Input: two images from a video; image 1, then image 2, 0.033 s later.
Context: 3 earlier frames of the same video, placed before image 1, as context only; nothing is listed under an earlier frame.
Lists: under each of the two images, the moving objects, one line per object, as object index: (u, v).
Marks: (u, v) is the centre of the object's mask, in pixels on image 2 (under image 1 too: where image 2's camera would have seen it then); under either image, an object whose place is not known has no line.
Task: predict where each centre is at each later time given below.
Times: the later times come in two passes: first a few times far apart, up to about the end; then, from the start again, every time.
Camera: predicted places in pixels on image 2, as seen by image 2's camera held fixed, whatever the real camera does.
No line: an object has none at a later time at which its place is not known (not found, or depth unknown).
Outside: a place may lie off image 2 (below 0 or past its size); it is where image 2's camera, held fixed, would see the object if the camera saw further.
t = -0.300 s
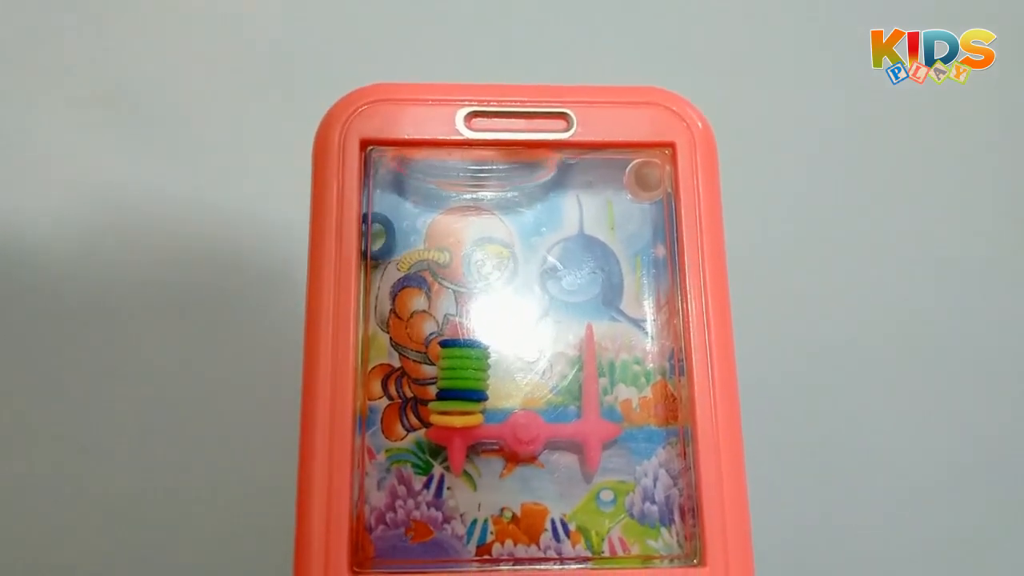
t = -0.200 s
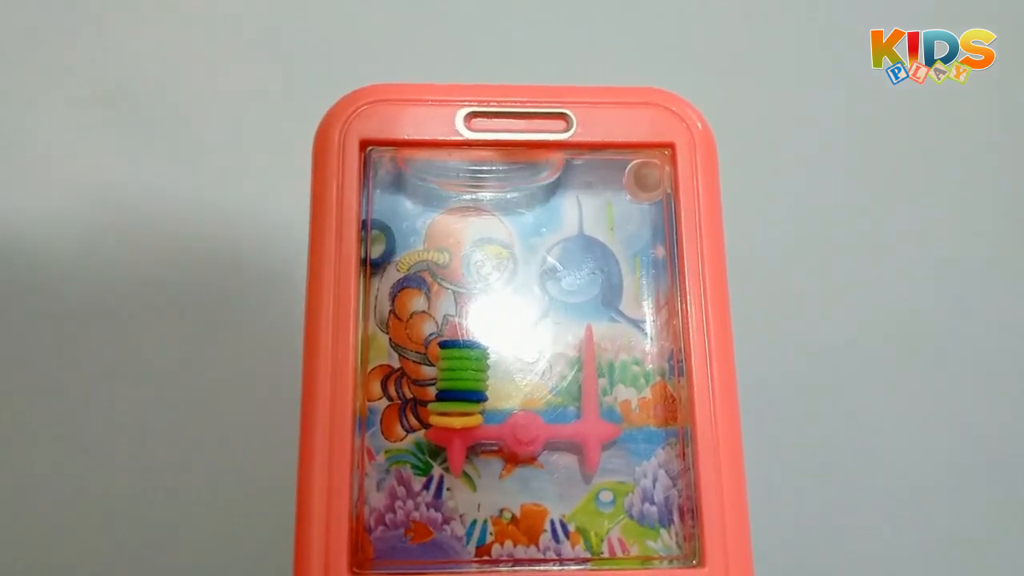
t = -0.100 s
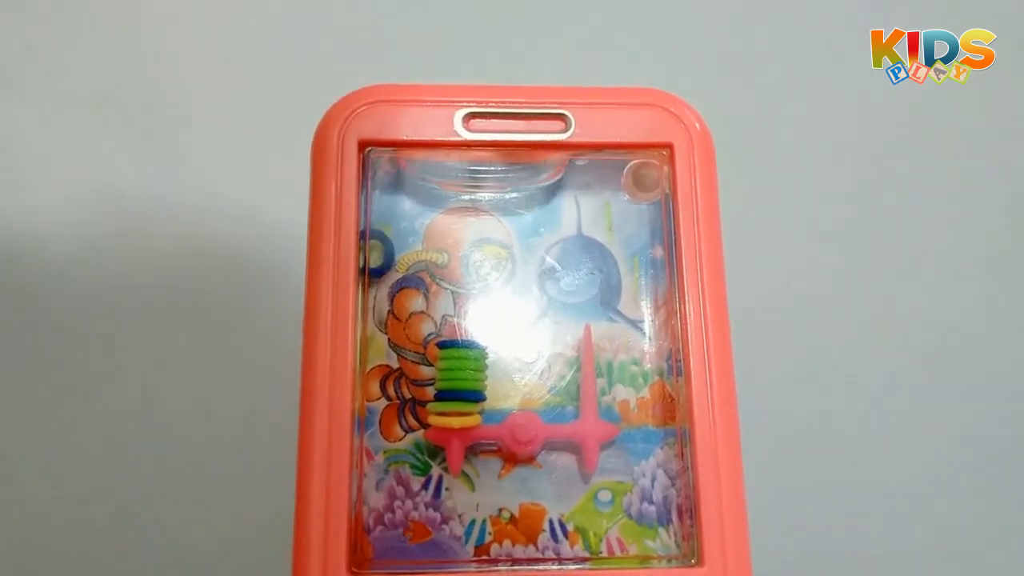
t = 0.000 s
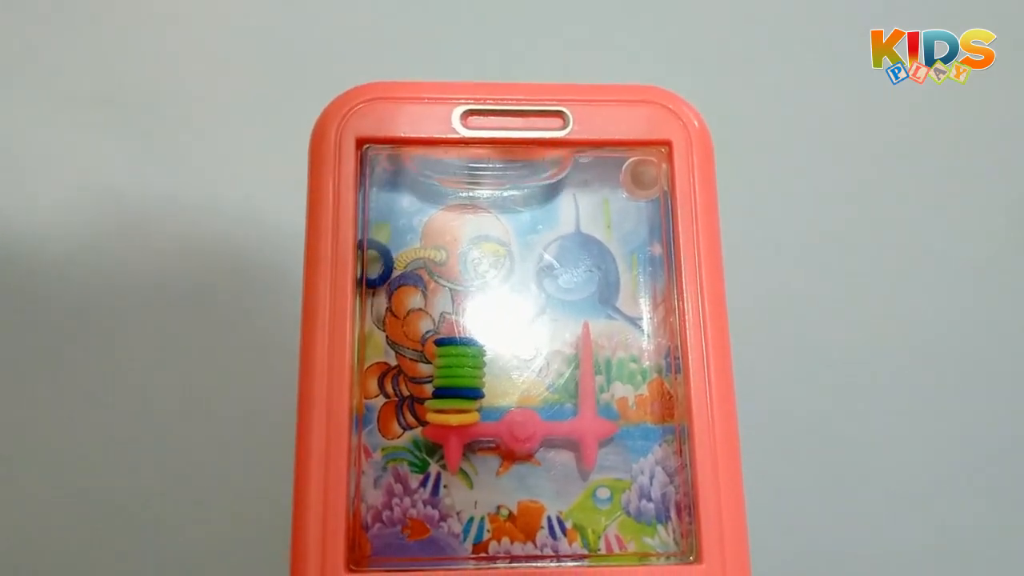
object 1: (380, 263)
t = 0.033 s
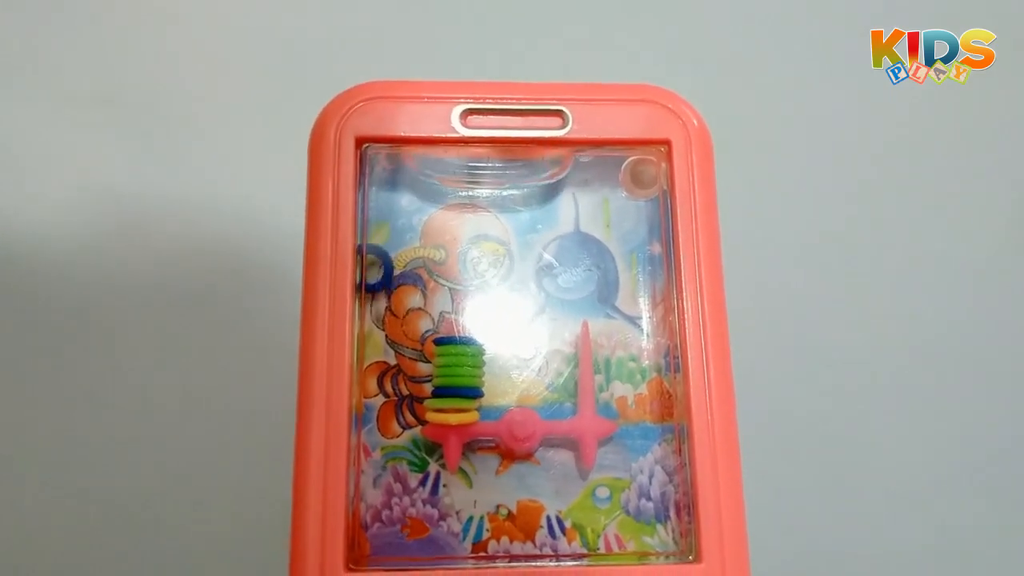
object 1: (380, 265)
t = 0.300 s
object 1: (386, 335)
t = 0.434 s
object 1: (386, 363)
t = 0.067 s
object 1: (382, 273)
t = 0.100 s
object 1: (383, 278)
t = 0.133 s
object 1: (384, 288)
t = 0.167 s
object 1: (384, 295)
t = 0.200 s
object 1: (384, 302)
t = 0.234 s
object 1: (384, 312)
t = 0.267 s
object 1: (388, 323)
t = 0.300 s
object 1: (386, 335)
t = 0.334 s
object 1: (381, 337)
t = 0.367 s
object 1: (383, 346)
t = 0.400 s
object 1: (384, 354)
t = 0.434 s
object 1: (386, 363)
